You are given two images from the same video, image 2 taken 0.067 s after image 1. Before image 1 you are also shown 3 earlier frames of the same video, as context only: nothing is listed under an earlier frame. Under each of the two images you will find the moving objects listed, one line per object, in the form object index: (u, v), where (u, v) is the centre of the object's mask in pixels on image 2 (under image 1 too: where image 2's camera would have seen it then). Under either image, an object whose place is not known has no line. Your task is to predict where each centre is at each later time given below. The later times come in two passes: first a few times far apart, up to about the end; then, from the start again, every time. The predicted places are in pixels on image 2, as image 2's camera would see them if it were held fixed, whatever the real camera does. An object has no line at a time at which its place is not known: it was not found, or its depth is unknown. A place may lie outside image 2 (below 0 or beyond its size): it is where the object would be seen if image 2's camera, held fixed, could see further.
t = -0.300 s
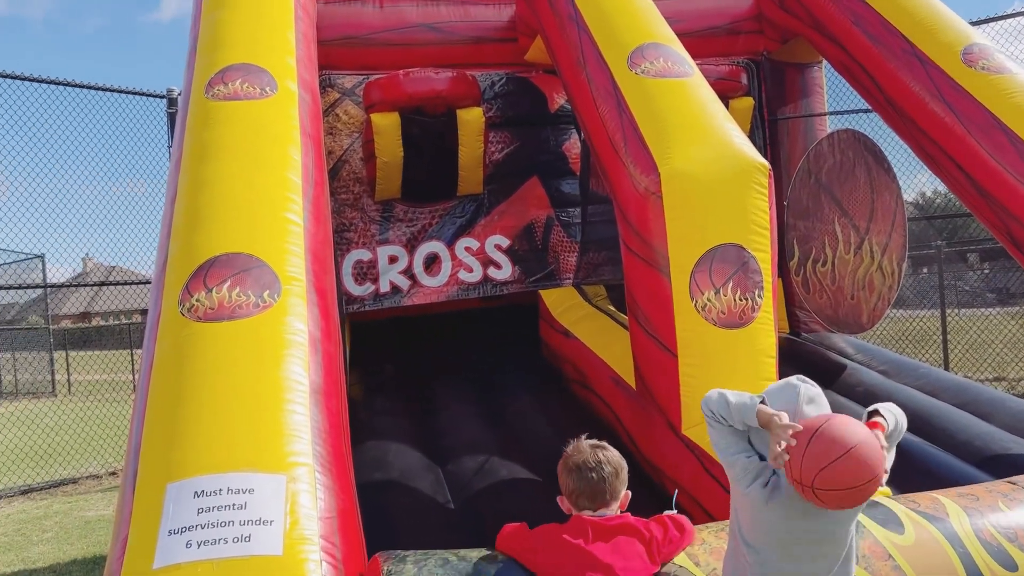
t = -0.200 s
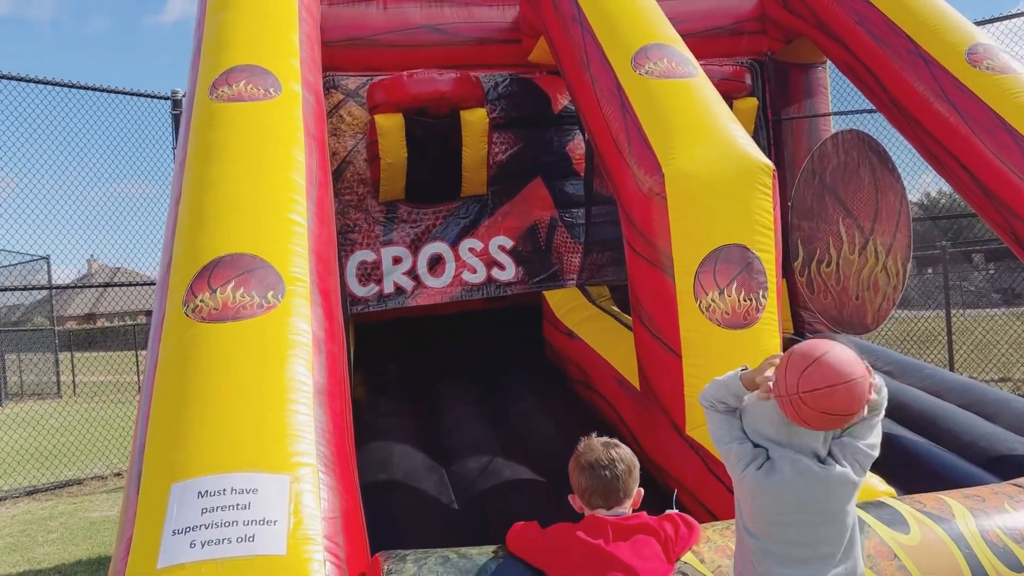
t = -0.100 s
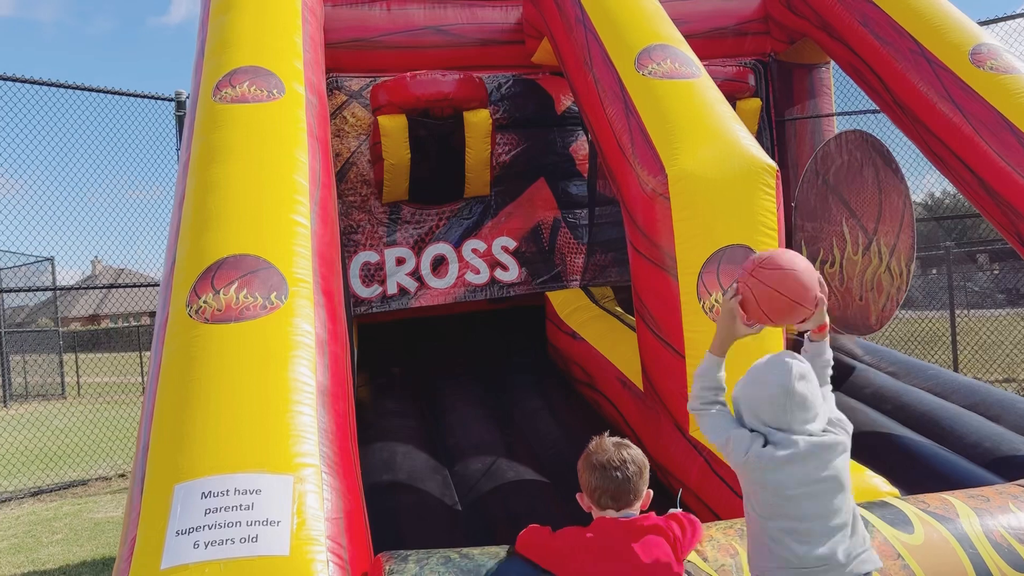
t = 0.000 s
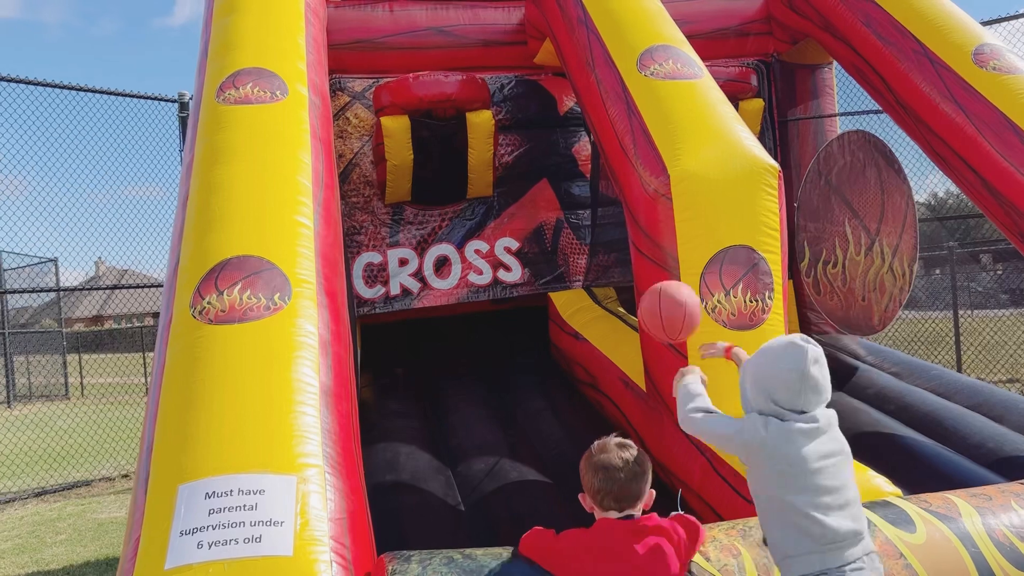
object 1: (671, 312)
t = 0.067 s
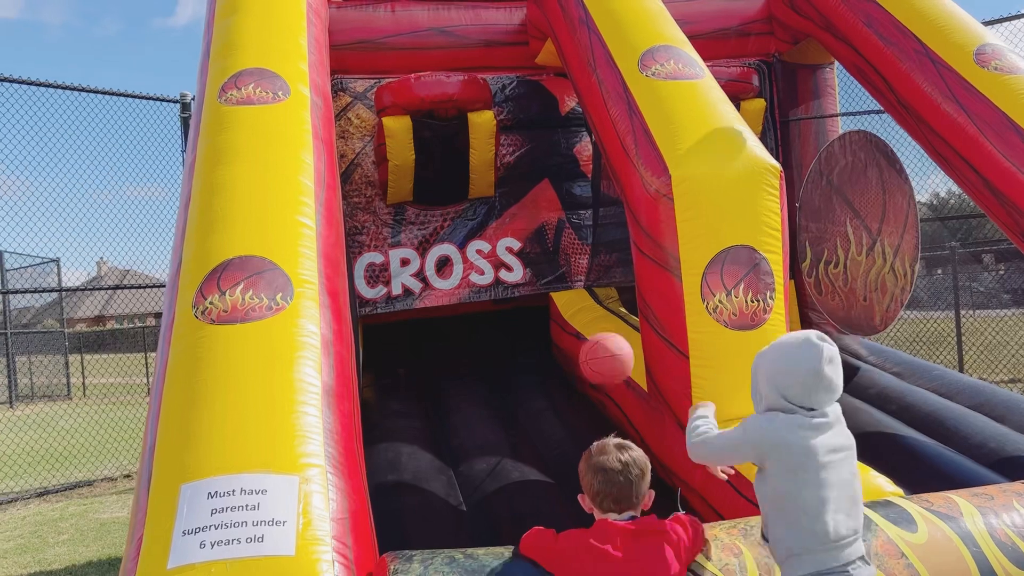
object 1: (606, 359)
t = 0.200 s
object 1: (522, 453)
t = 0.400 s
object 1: (537, 315)
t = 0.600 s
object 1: (557, 269)
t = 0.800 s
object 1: (579, 296)
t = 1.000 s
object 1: (558, 246)
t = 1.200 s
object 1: (539, 248)
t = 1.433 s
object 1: (529, 307)
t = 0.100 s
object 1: (580, 383)
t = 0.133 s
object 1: (558, 407)
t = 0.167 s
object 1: (538, 430)
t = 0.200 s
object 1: (522, 453)
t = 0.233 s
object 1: (522, 434)
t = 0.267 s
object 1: (525, 403)
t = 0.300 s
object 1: (528, 376)
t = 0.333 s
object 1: (531, 353)
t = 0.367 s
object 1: (534, 332)
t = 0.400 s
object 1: (537, 315)
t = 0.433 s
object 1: (540, 301)
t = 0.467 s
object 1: (543, 290)
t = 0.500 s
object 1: (546, 281)
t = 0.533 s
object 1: (550, 274)
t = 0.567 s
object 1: (554, 270)
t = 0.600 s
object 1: (557, 269)
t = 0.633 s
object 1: (560, 269)
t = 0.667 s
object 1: (564, 271)
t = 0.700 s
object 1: (568, 275)
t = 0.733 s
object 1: (571, 280)
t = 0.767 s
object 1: (575, 288)
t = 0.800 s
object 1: (579, 296)
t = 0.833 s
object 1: (578, 293)
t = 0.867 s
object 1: (574, 280)
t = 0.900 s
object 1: (570, 269)
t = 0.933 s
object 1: (565, 260)
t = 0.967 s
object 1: (562, 252)
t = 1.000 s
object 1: (558, 246)
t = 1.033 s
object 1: (553, 241)
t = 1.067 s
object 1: (550, 239)
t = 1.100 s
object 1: (547, 238)
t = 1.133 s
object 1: (544, 240)
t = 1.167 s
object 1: (541, 243)
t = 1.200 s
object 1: (539, 248)
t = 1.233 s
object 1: (536, 255)
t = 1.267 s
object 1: (535, 263)
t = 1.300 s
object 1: (532, 272)
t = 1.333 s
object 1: (531, 282)
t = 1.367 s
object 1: (530, 289)
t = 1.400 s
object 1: (529, 297)
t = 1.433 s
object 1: (529, 307)
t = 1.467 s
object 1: (529, 319)
